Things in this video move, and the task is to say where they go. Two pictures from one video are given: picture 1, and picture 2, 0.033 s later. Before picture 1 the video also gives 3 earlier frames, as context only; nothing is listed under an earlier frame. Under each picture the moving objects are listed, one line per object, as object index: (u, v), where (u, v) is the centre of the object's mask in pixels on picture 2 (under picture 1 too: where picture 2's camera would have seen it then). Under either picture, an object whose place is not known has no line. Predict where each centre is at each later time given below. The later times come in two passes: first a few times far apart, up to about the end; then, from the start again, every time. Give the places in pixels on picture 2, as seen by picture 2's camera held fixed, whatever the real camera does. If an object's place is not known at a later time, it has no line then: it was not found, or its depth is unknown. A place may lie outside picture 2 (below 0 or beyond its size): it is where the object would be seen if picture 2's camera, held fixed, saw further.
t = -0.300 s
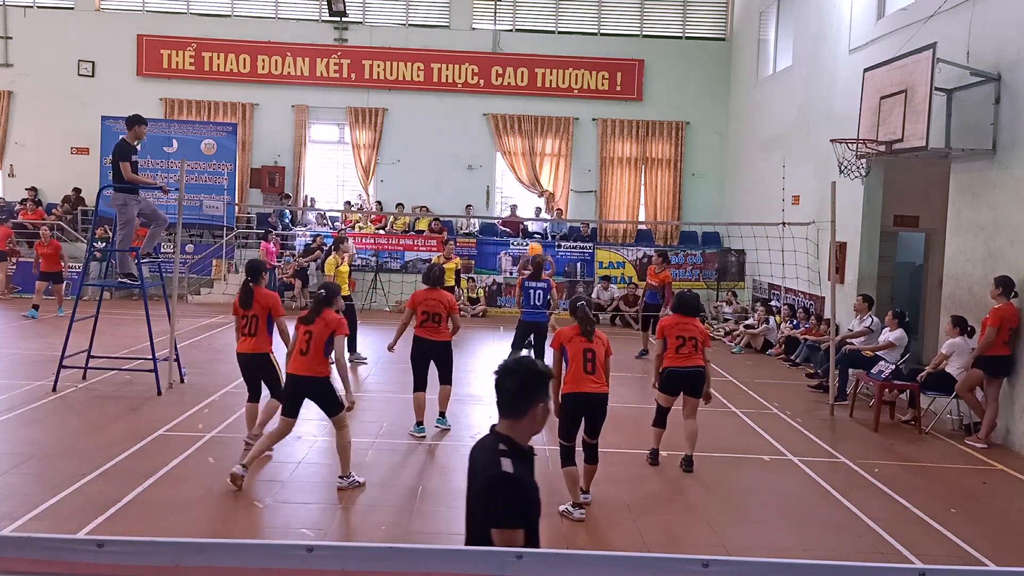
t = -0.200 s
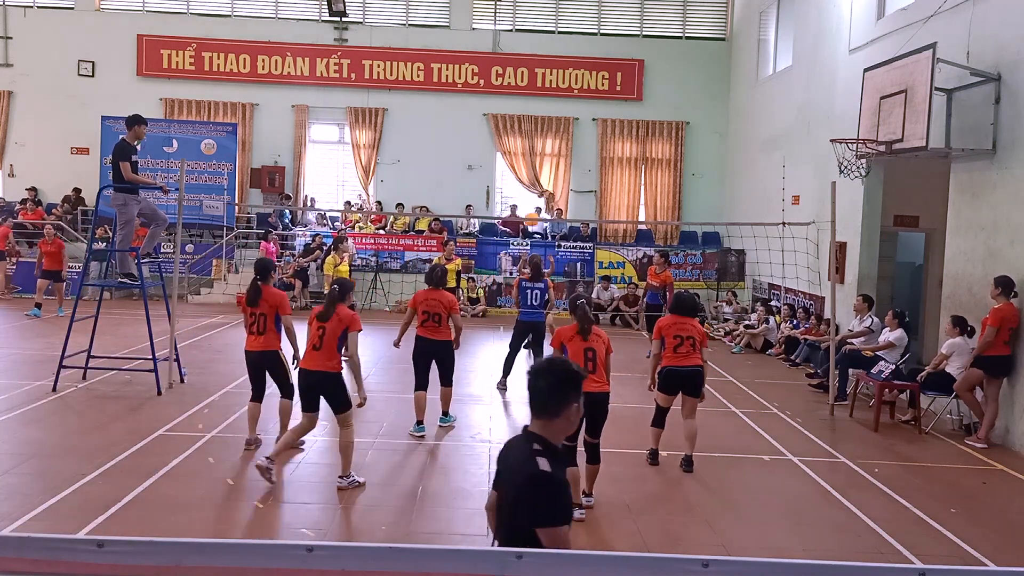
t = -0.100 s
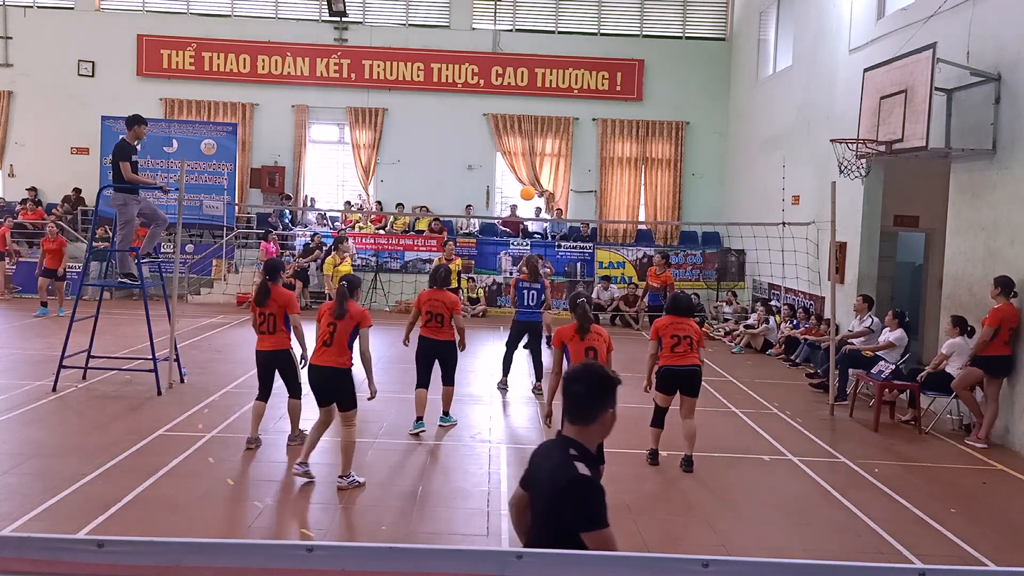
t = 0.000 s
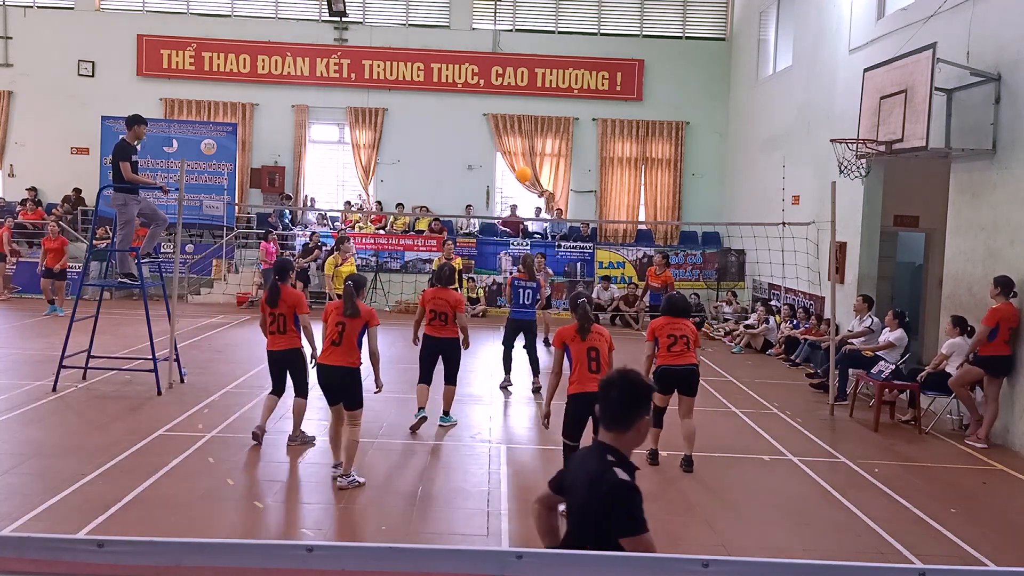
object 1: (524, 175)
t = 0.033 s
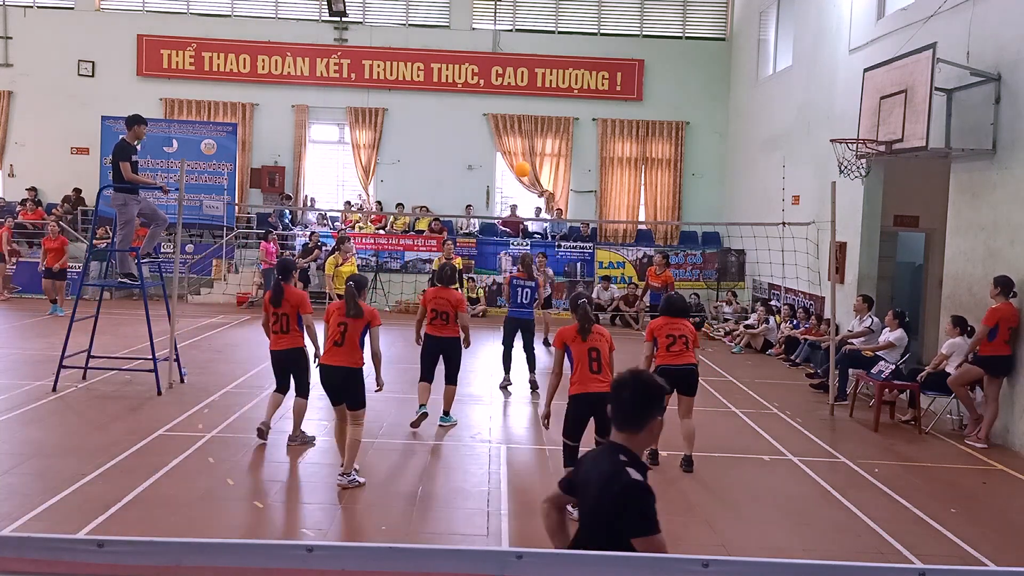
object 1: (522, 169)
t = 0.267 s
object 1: (511, 155)
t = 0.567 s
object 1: (493, 196)
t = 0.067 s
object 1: (520, 165)
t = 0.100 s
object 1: (519, 161)
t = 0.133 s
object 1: (518, 158)
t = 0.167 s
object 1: (516, 156)
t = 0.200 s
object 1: (515, 155)
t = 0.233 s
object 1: (513, 155)
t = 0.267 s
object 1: (511, 155)
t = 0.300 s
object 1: (510, 156)
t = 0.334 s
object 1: (508, 158)
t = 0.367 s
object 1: (506, 160)
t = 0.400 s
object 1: (504, 164)
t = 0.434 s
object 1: (502, 169)
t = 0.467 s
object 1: (499, 174)
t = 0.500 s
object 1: (497, 180)
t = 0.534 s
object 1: (495, 188)
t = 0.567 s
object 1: (493, 196)
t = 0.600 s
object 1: (491, 204)
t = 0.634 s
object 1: (488, 214)
